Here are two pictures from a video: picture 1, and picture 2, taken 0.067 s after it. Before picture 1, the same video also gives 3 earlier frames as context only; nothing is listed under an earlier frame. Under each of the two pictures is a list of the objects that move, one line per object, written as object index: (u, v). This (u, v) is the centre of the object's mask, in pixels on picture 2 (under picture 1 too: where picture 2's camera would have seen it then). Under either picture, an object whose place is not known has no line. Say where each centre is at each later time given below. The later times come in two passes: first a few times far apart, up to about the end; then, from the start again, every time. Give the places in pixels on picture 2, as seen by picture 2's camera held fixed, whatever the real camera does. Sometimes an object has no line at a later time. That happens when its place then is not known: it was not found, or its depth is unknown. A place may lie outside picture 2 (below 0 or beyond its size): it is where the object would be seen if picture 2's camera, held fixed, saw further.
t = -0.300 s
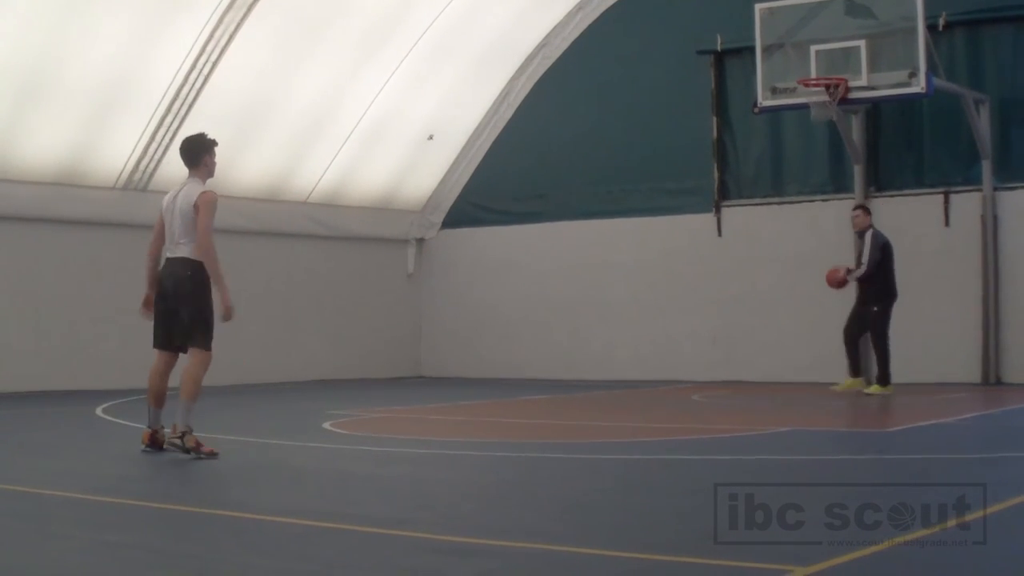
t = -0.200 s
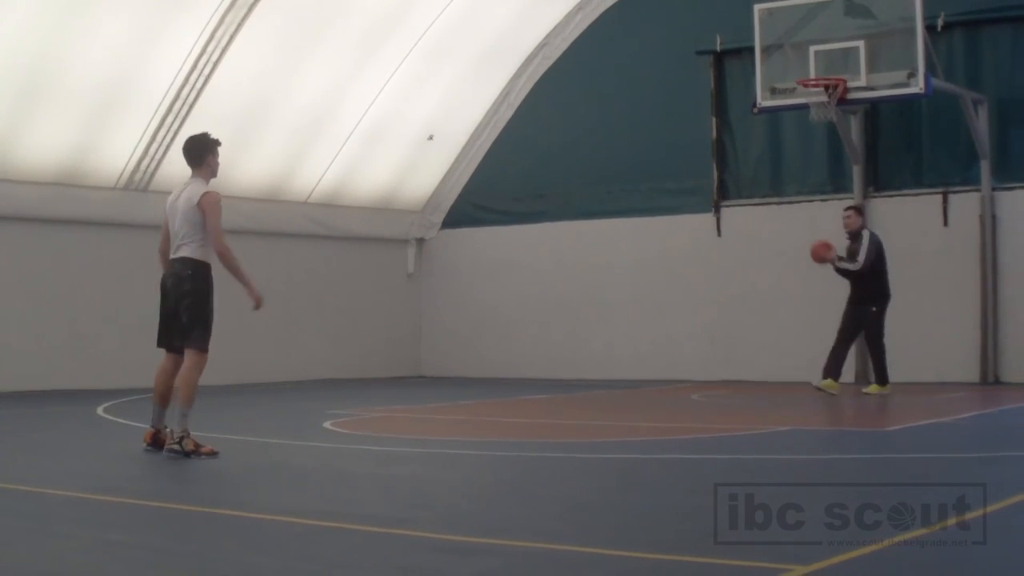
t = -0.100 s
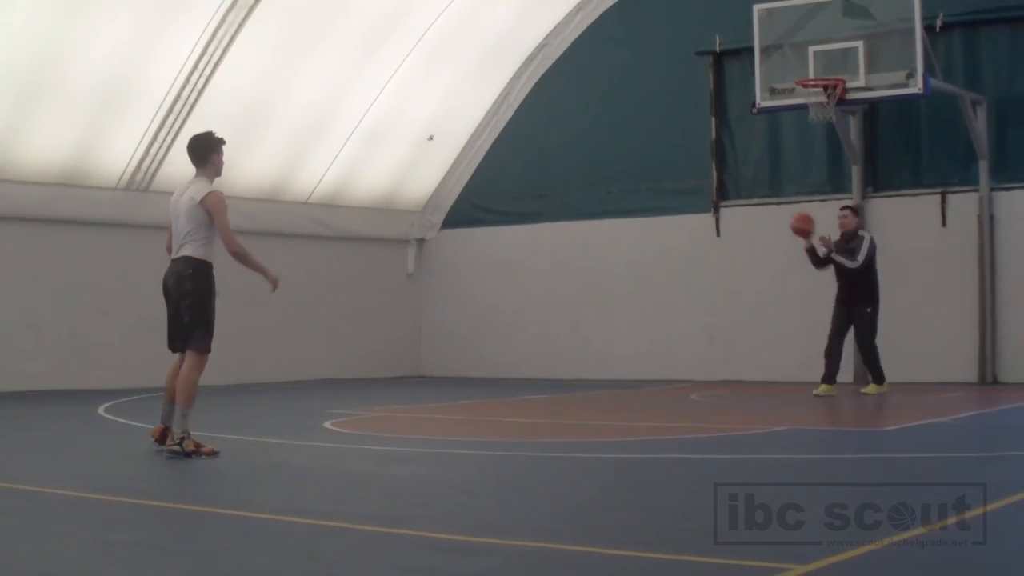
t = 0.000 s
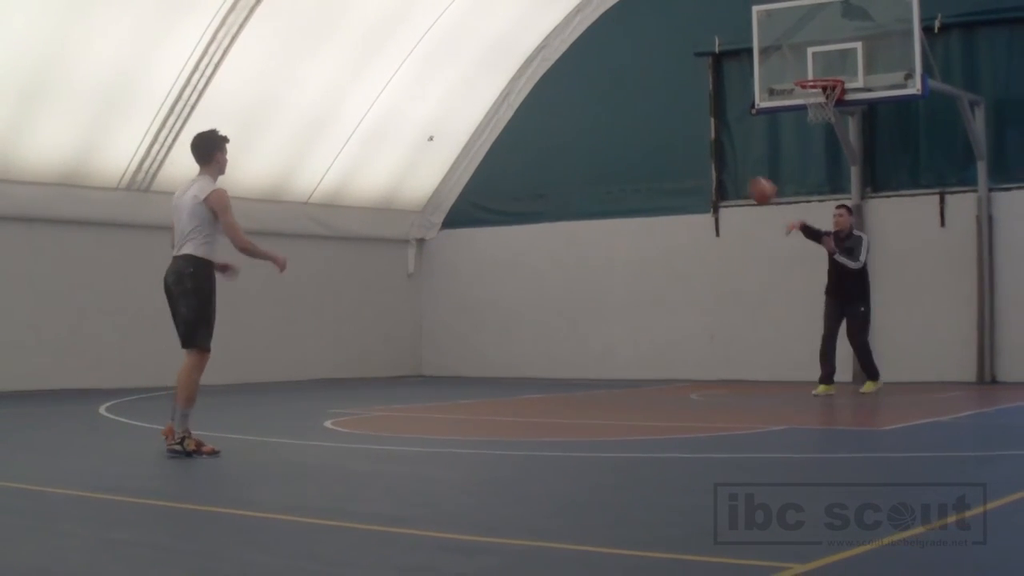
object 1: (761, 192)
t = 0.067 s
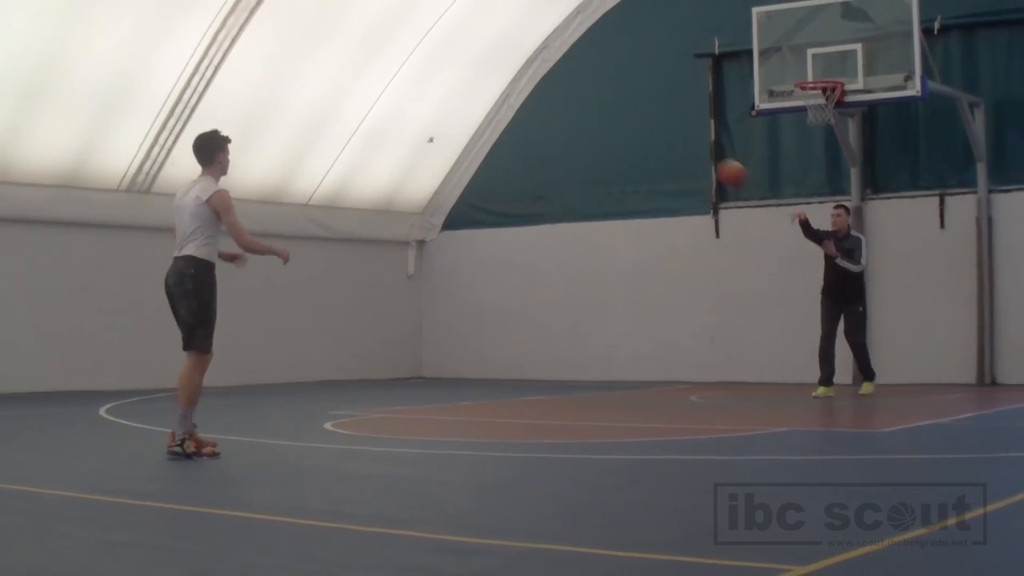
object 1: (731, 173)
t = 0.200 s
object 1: (662, 146)
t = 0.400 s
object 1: (540, 140)
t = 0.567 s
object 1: (414, 176)
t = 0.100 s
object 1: (714, 165)
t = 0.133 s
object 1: (698, 158)
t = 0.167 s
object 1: (680, 151)
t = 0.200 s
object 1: (662, 146)
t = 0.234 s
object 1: (643, 141)
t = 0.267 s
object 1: (623, 139)
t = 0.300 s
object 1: (604, 137)
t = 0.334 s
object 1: (584, 137)
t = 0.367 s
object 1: (563, 138)
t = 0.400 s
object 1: (540, 140)
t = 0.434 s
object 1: (517, 143)
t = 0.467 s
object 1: (494, 150)
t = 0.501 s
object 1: (467, 156)
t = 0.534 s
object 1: (441, 165)
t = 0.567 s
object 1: (414, 176)
